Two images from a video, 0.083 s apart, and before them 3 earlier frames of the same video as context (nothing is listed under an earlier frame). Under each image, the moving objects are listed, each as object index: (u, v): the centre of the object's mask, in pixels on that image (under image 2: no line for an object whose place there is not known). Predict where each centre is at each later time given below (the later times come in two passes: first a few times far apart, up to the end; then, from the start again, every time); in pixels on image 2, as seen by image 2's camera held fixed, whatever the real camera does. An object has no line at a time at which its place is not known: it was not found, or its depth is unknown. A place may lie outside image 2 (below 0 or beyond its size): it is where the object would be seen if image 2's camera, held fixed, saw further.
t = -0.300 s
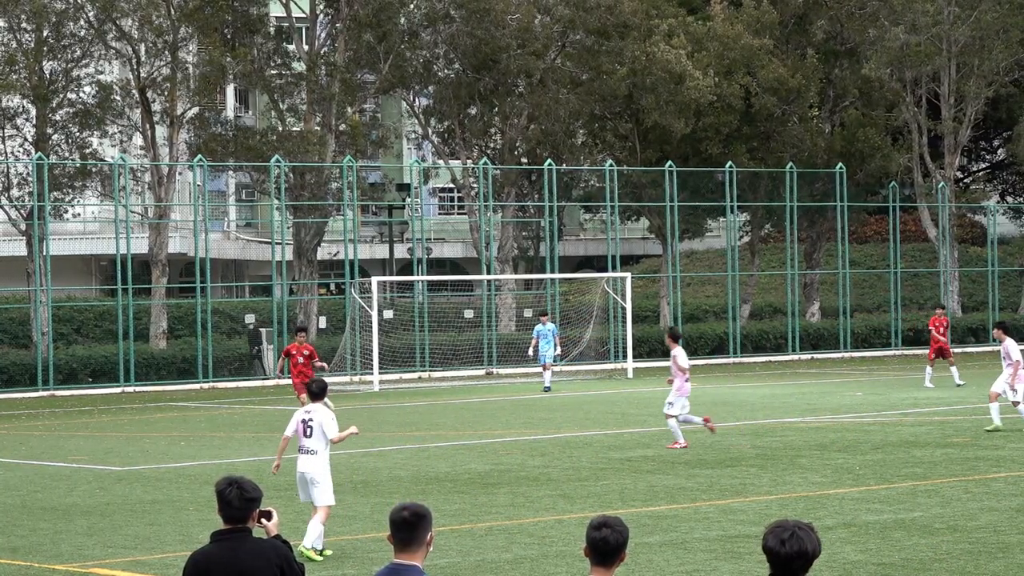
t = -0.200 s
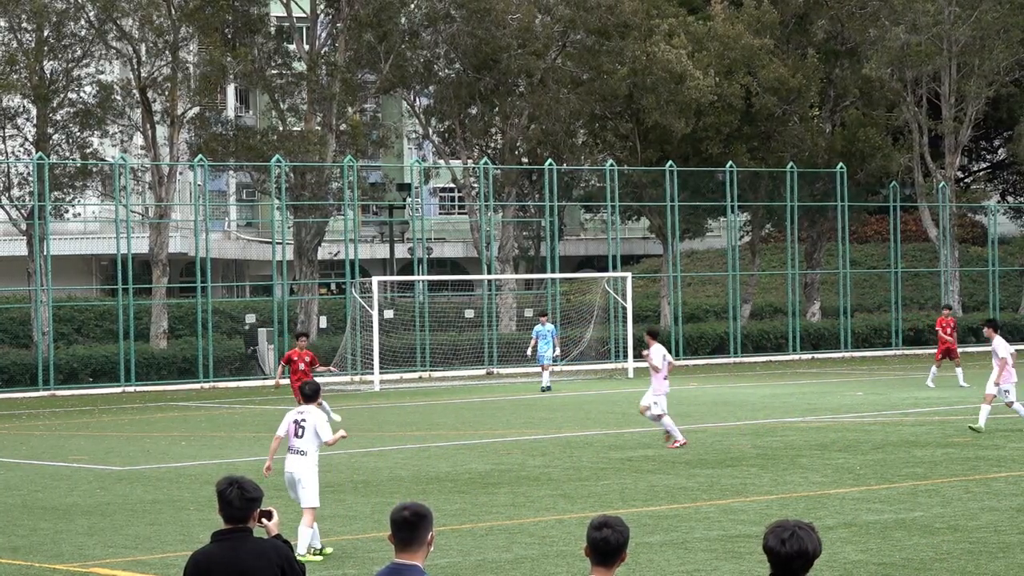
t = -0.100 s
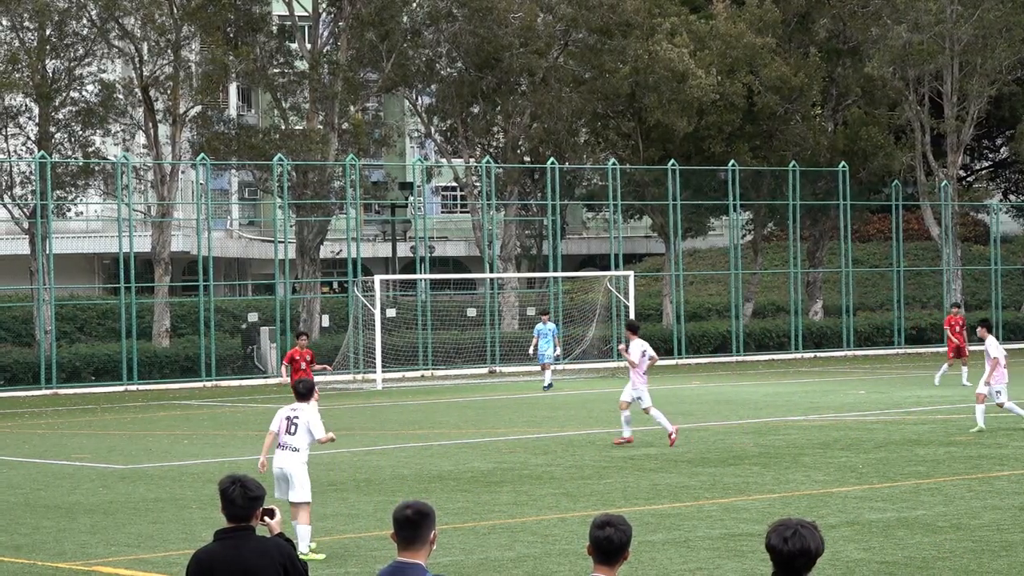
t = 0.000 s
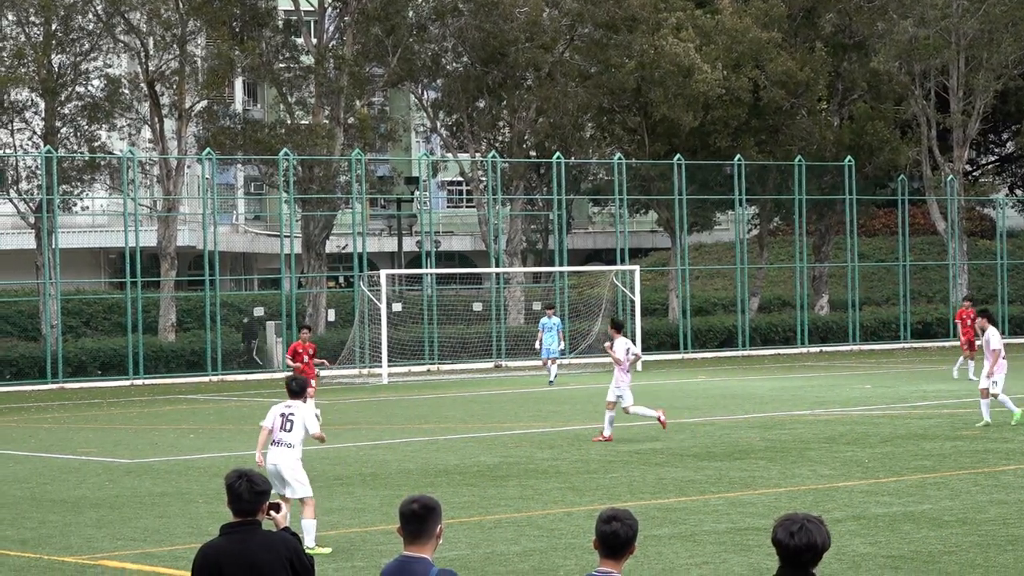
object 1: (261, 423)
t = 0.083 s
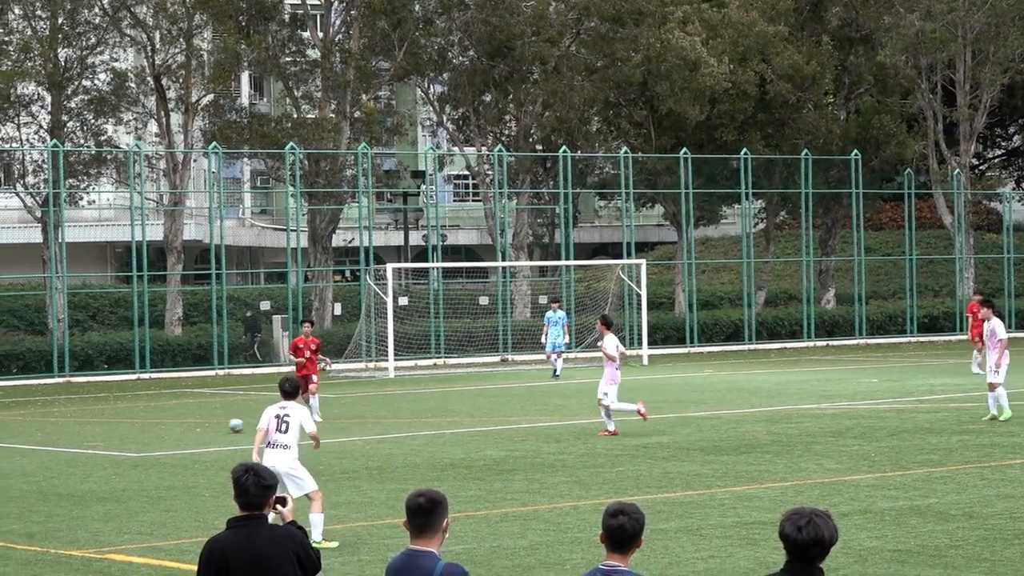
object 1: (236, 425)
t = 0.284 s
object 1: (146, 437)
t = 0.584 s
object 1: (10, 455)
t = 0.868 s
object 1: (-135, 478)
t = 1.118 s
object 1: (-260, 498)
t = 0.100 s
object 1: (229, 426)
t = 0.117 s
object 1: (221, 427)
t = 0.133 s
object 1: (214, 428)
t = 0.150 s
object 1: (206, 429)
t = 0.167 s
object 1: (198, 430)
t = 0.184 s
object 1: (191, 432)
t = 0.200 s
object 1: (183, 433)
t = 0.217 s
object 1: (176, 434)
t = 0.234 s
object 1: (168, 434)
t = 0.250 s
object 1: (161, 435)
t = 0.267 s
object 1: (154, 435)
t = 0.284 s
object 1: (146, 437)
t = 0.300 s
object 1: (139, 437)
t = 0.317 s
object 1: (131, 439)
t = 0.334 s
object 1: (124, 440)
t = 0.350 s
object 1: (116, 441)
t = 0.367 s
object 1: (109, 442)
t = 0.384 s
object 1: (102, 442)
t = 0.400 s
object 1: (94, 443)
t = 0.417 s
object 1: (87, 444)
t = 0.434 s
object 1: (80, 445)
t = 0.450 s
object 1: (72, 446)
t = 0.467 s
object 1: (65, 448)
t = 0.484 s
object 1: (57, 449)
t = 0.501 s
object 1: (49, 451)
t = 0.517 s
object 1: (42, 452)
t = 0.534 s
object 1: (34, 452)
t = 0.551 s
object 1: (26, 453)
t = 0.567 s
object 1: (18, 454)
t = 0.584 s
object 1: (10, 455)
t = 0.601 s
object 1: (1, 456)
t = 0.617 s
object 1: (-8, 458)
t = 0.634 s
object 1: (-16, 460)
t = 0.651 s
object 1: (-24, 462)
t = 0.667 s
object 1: (-33, 464)
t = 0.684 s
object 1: (-42, 466)
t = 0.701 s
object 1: (-50, 466)
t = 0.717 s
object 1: (-59, 467)
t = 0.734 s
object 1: (-67, 468)
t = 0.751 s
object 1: (-76, 469)
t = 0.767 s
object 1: (-85, 471)
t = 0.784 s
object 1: (-92, 472)
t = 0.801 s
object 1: (-101, 474)
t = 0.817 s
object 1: (-110, 476)
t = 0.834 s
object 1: (-119, 476)
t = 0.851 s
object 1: (-127, 477)
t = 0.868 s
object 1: (-135, 478)
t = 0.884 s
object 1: (-144, 480)
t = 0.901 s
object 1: (-152, 481)
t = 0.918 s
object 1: (-160, 482)
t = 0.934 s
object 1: (-169, 484)
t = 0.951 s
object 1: (-178, 486)
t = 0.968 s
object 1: (-186, 487)
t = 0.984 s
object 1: (-194, 488)
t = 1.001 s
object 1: (-203, 489)
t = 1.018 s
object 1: (-211, 491)
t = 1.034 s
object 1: (-219, 492)
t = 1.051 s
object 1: (-227, 494)
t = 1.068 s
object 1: (-236, 496)
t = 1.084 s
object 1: (-244, 497)
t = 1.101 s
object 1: (-252, 497)
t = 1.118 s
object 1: (-260, 498)
